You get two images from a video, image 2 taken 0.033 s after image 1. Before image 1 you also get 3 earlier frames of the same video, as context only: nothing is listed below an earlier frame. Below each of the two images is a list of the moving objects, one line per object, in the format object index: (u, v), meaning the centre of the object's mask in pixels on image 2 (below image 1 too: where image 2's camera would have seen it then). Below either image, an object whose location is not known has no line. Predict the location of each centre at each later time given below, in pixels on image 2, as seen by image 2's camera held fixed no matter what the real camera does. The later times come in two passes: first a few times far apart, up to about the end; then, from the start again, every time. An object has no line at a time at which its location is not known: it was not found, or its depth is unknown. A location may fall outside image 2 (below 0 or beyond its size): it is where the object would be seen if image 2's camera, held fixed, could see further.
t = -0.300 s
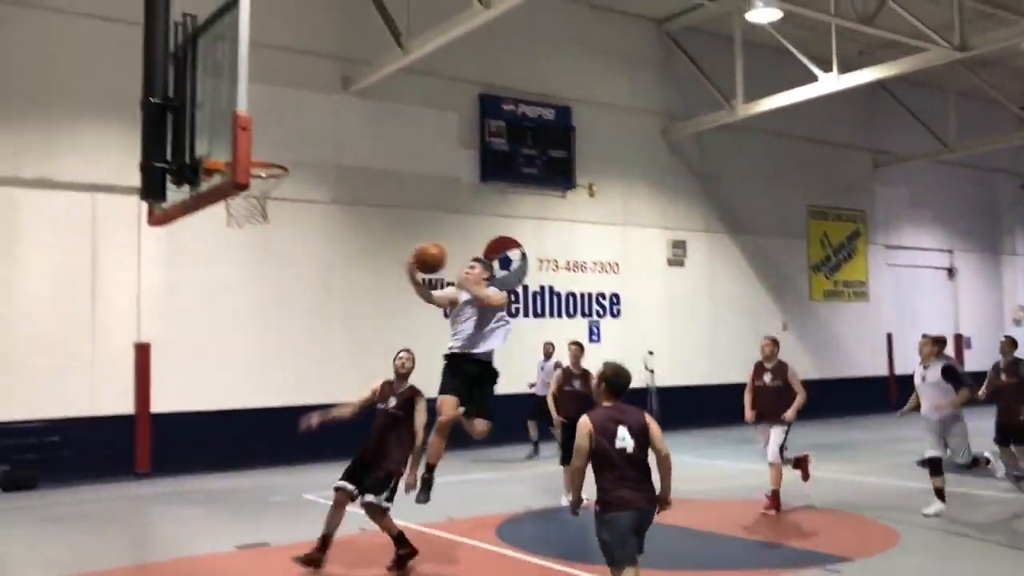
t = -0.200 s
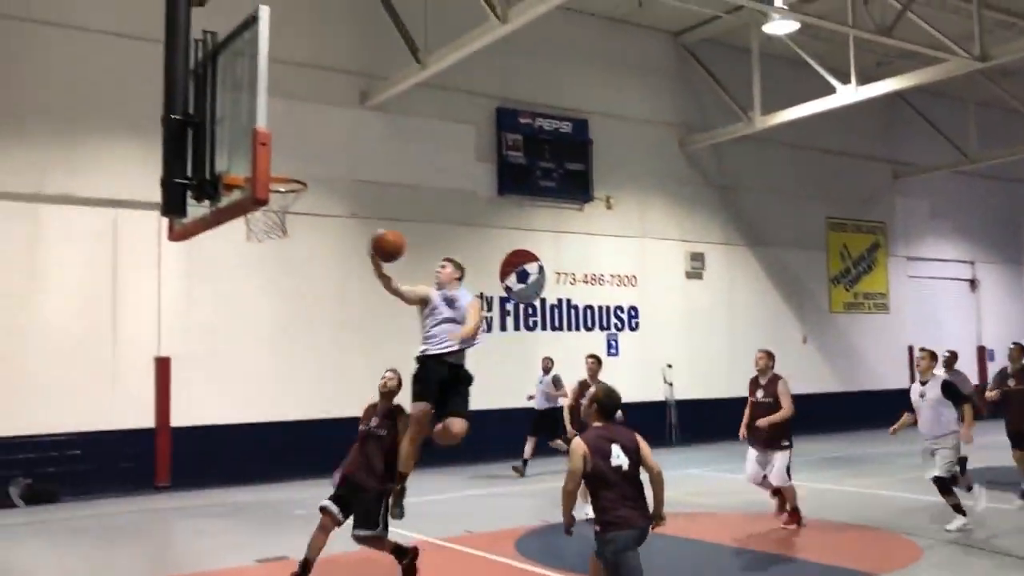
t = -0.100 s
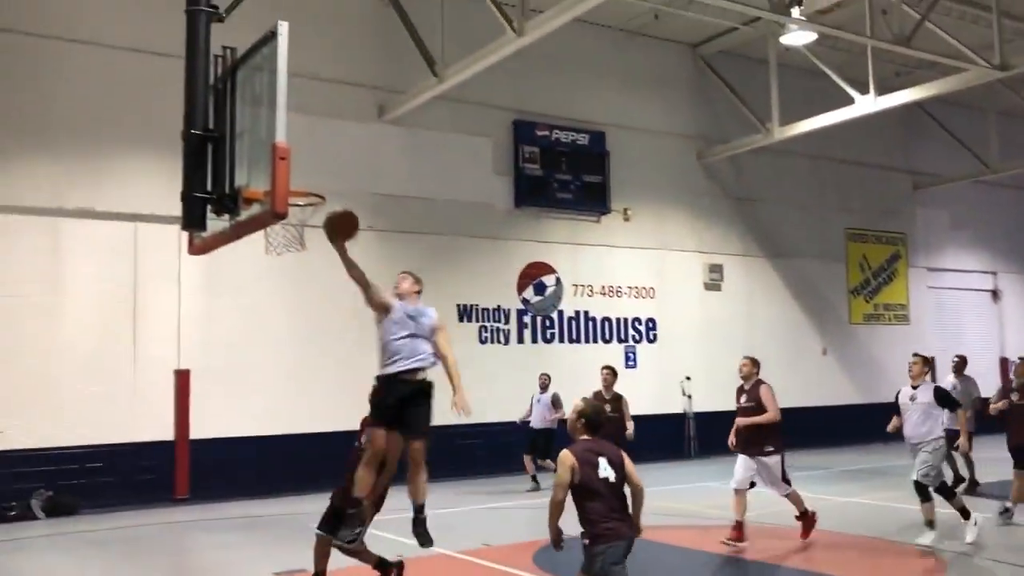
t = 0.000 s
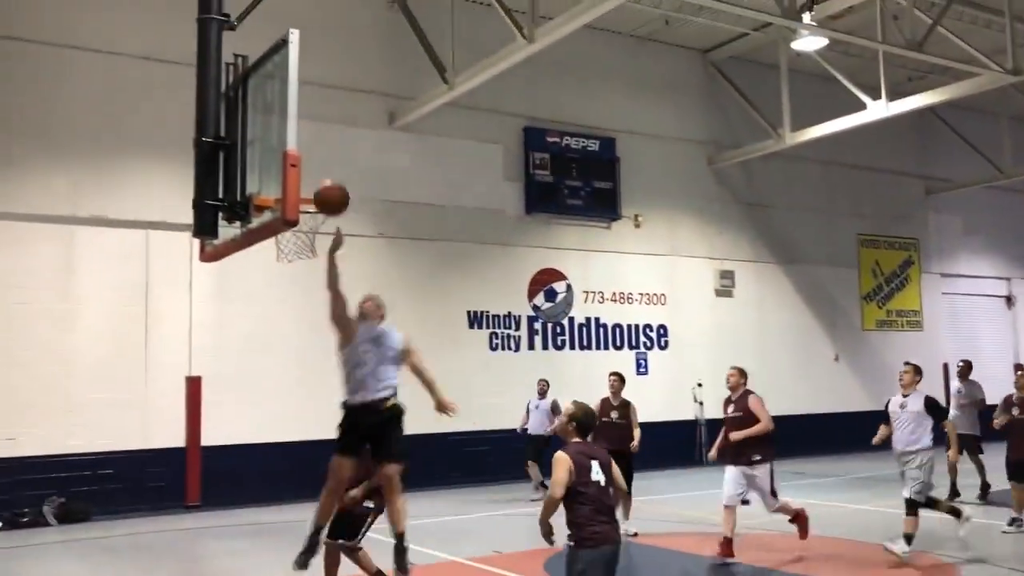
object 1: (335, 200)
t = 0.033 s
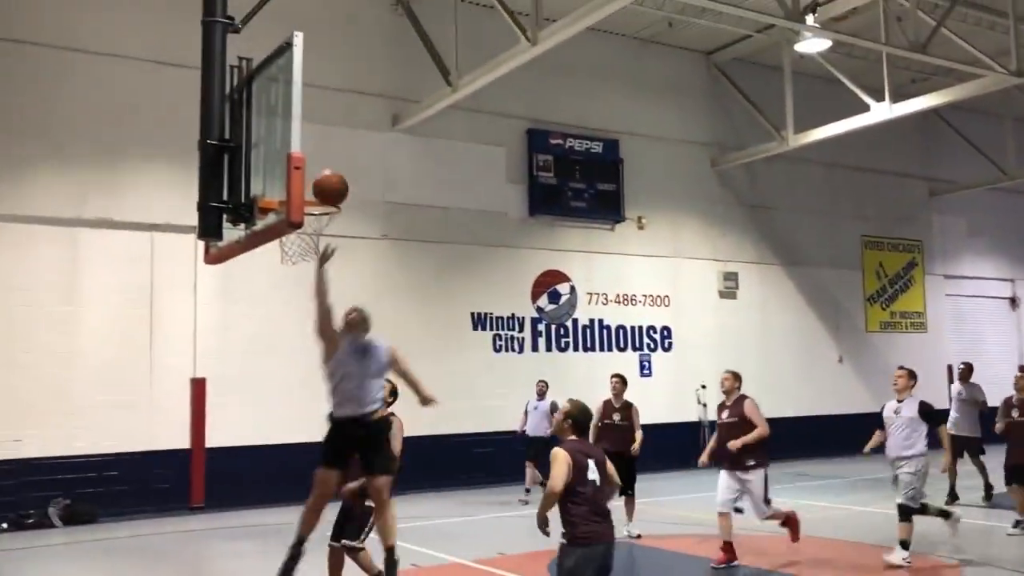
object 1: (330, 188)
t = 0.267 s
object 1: (282, 145)
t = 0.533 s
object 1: (310, 170)
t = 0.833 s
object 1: (299, 243)
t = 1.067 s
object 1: (301, 276)
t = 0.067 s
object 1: (325, 178)
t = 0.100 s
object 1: (320, 169)
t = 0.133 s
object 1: (316, 161)
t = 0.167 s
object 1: (313, 154)
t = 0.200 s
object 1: (310, 149)
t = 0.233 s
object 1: (308, 146)
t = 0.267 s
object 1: (282, 145)
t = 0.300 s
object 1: (288, 144)
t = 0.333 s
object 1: (290, 143)
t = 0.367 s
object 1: (290, 143)
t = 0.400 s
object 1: (306, 146)
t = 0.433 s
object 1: (307, 150)
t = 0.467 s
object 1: (308, 155)
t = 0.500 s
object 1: (309, 161)
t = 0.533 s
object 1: (310, 170)
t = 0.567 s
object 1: (311, 179)
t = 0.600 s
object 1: (312, 188)
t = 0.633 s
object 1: (312, 191)
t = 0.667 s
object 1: (311, 200)
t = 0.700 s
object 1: (310, 210)
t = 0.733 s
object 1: (310, 220)
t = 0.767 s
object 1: (306, 232)
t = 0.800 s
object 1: (301, 240)
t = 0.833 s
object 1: (299, 243)
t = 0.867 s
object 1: (299, 244)
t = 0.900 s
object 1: (299, 246)
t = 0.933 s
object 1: (300, 250)
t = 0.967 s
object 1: (300, 255)
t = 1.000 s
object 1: (301, 260)
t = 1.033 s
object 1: (300, 268)
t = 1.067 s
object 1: (301, 276)
